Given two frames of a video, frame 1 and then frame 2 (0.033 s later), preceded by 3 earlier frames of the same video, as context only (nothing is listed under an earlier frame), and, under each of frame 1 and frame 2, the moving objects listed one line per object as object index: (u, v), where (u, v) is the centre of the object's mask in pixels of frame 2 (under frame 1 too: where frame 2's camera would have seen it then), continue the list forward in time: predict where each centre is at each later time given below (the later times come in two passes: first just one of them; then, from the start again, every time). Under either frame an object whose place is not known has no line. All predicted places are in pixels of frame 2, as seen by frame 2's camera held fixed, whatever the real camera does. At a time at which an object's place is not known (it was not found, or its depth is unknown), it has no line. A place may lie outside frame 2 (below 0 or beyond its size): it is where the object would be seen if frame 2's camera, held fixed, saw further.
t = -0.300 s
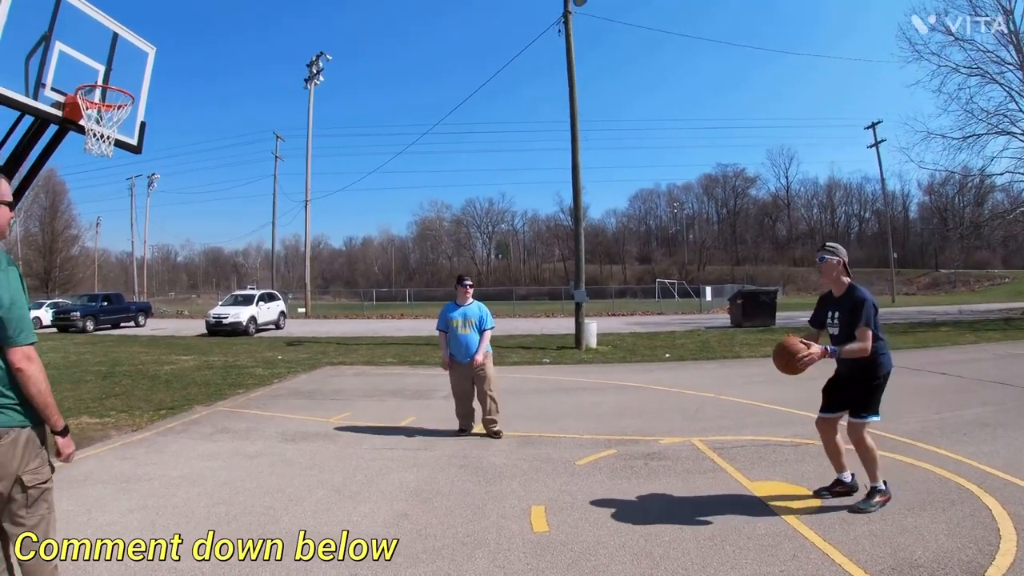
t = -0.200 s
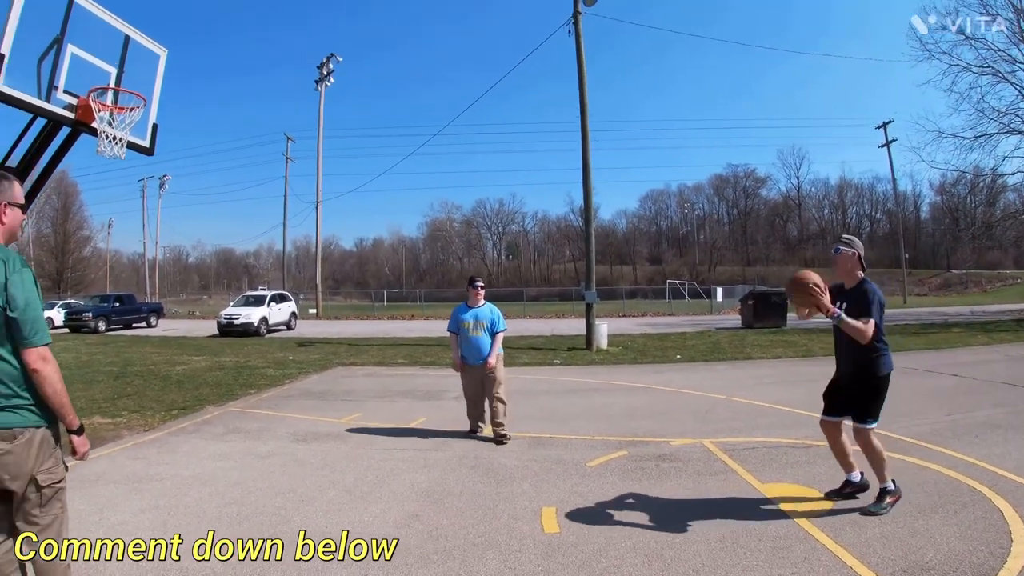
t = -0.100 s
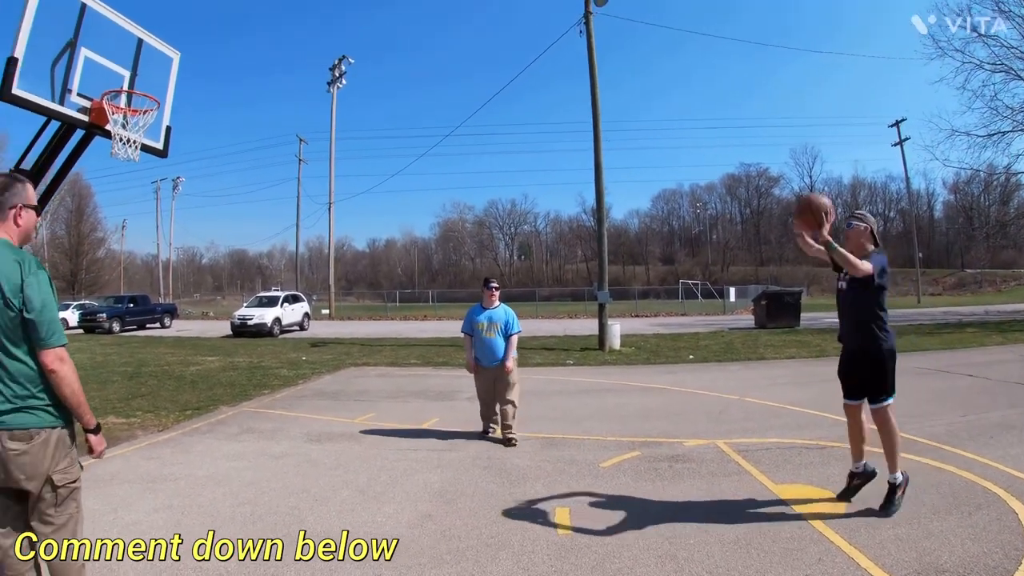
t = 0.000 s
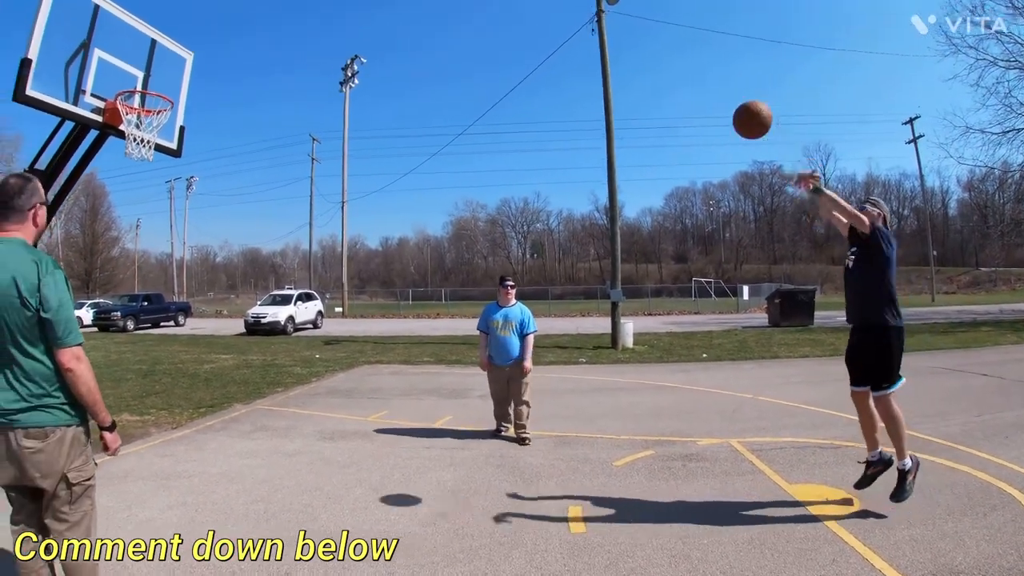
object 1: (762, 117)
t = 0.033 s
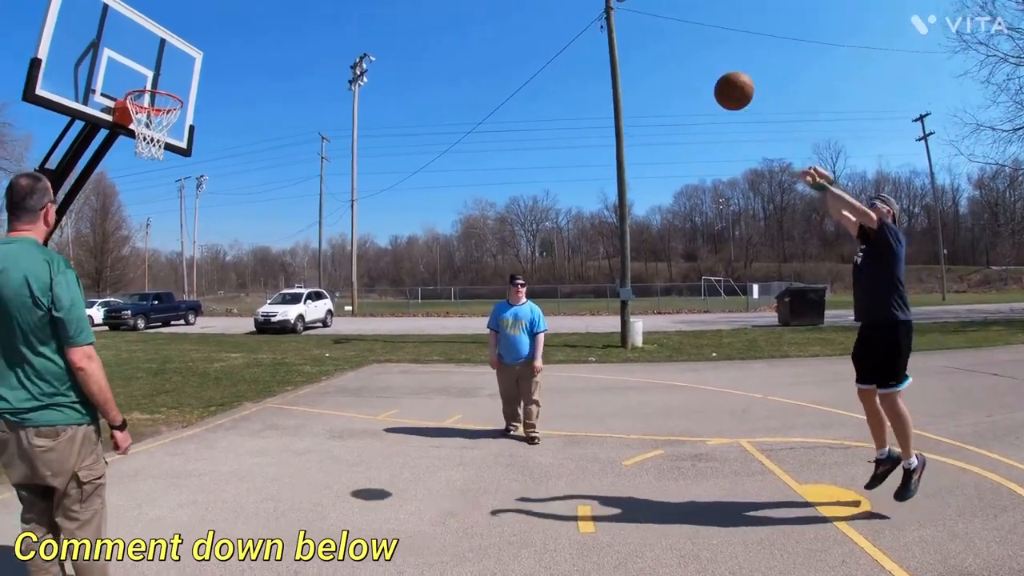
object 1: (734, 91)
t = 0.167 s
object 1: (628, 14)
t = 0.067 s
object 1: (706, 67)
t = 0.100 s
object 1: (680, 45)
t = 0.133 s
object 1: (654, 26)
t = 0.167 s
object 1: (628, 14)
